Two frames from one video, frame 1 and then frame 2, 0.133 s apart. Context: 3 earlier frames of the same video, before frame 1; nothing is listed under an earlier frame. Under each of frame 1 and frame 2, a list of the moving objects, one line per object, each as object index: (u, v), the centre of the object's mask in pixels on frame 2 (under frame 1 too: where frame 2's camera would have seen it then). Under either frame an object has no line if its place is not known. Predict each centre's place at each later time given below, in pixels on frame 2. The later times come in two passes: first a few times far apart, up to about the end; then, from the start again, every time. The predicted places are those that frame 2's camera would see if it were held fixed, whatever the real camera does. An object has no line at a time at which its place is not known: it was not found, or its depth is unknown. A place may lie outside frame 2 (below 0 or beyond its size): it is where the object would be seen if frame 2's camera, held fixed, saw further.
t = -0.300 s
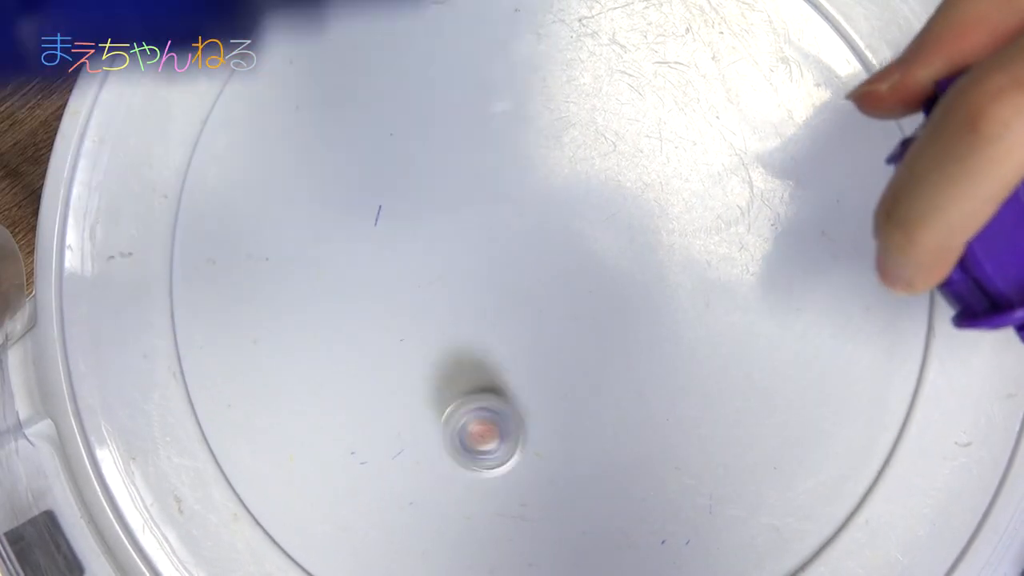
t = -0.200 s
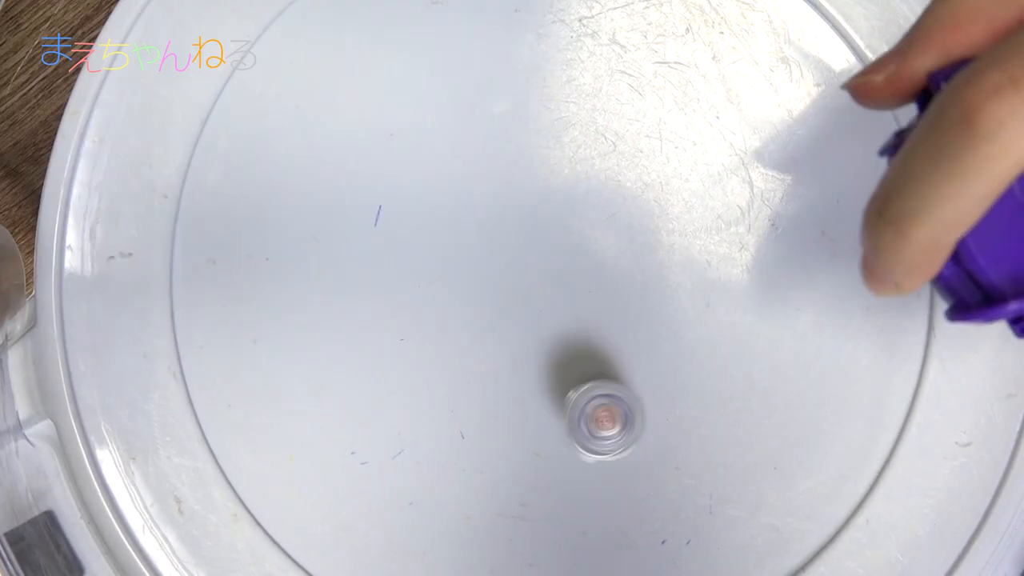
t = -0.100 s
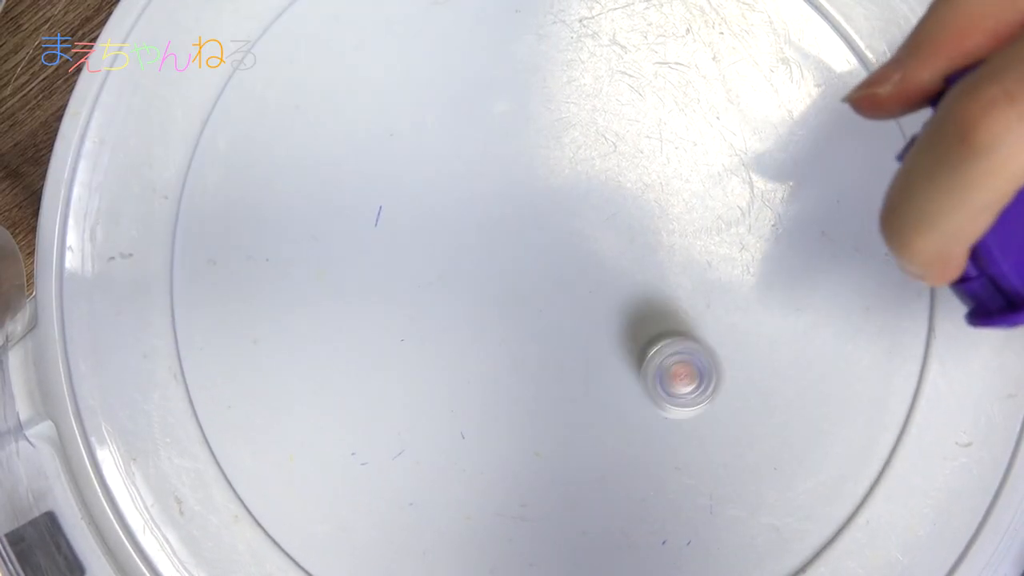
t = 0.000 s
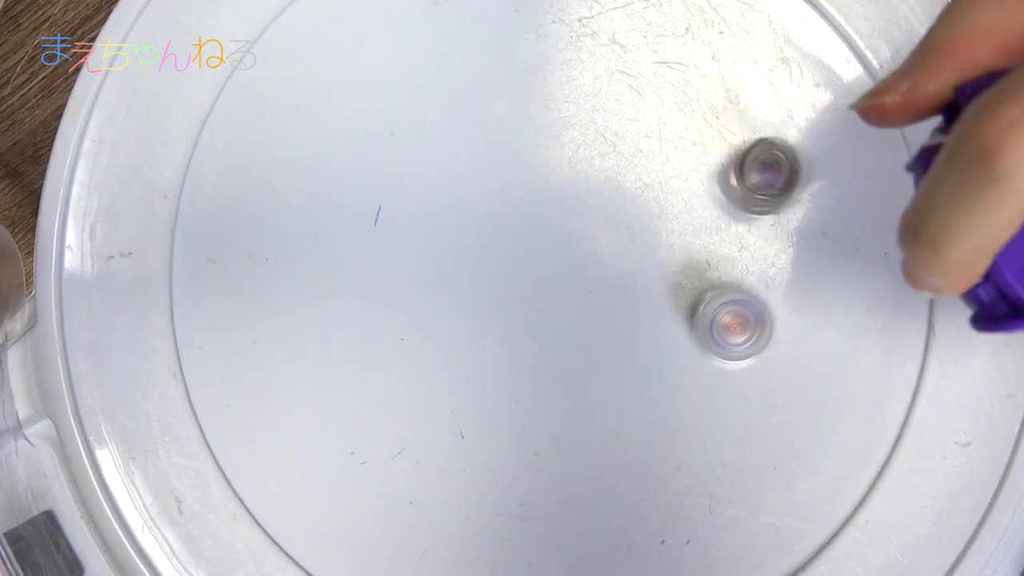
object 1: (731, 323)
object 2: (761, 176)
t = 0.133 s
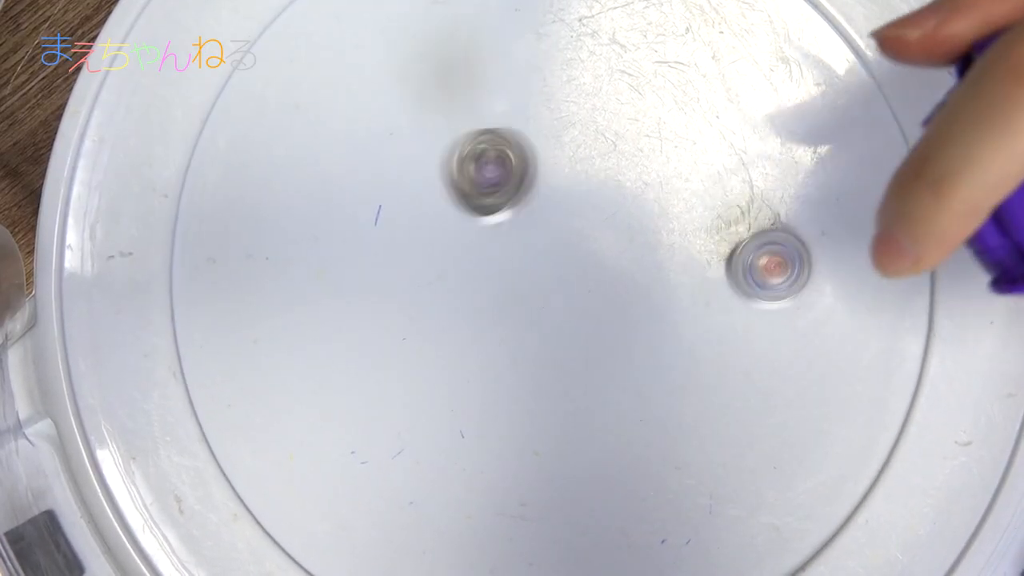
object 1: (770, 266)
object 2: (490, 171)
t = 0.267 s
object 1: (771, 226)
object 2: (255, 245)
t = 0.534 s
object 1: (695, 204)
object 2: (294, 365)
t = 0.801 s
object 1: (599, 250)
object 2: (557, 332)
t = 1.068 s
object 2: (174, 498)
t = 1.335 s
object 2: (269, 515)
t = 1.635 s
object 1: (556, 220)
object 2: (525, 406)
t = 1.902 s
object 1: (496, 246)
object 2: (614, 417)
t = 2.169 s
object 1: (450, 179)
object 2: (651, 406)
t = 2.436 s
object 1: (470, 126)
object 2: (664, 372)
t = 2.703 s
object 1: (553, 171)
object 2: (647, 308)
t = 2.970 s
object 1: (513, 158)
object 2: (648, 362)
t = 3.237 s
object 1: (463, 157)
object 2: (622, 358)
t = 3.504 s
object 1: (457, 182)
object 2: (642, 358)
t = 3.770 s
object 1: (479, 244)
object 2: (618, 322)
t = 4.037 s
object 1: (476, 301)
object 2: (604, 259)
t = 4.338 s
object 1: (467, 317)
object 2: (614, 202)
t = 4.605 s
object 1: (501, 300)
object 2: (618, 198)
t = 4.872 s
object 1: (548, 309)
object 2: (580, 223)
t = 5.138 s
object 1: (508, 475)
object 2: (577, 77)
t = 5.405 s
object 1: (490, 424)
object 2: (583, 59)
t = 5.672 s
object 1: (578, 280)
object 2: (556, 139)
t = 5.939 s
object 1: (670, 281)
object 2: (457, 209)
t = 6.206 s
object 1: (621, 319)
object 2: (379, 203)
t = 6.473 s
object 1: (537, 241)
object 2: (405, 191)
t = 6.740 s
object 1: (580, 191)
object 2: (470, 269)
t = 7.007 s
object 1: (583, 269)
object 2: (468, 373)
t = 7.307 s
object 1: (490, 287)
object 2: (431, 385)
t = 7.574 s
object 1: (521, 224)
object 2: (476, 337)
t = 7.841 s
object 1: (598, 270)
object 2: (569, 353)
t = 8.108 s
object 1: (689, 347)
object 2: (485, 429)
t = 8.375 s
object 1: (583, 296)
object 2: (447, 305)
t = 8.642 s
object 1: (596, 237)
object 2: (539, 164)
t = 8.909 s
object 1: (562, 261)
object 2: (662, 240)
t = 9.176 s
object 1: (559, 242)
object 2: (589, 372)
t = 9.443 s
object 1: (543, 260)
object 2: (461, 306)
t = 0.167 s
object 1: (773, 254)
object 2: (418, 184)
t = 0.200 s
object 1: (773, 244)
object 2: (359, 200)
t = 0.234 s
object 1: (772, 234)
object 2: (304, 220)
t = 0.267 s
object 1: (771, 226)
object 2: (255, 245)
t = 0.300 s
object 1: (767, 218)
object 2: (215, 273)
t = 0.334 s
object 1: (763, 211)
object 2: (190, 294)
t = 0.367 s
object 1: (755, 206)
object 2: (176, 312)
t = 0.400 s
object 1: (747, 202)
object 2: (176, 327)
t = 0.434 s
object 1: (733, 201)
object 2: (194, 340)
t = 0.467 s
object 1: (721, 201)
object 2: (221, 349)
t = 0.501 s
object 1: (709, 202)
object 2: (258, 358)
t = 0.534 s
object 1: (695, 204)
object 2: (294, 365)
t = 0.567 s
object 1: (683, 208)
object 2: (336, 369)
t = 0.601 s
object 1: (669, 214)
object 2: (379, 371)
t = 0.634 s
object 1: (656, 219)
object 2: (420, 369)
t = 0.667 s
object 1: (644, 225)
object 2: (459, 366)
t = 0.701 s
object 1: (631, 230)
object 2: (492, 361)
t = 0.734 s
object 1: (620, 236)
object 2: (519, 353)
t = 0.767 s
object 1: (611, 244)
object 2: (542, 343)
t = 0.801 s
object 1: (599, 250)
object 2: (557, 332)
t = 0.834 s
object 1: (621, 232)
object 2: (530, 343)
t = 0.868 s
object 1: (682, 185)
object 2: (462, 384)
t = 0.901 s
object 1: (736, 141)
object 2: (388, 416)
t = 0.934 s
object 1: (786, 95)
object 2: (328, 444)
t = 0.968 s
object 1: (828, 54)
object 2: (273, 467)
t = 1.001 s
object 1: (866, 25)
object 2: (231, 484)
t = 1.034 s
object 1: (893, 11)
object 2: (202, 491)
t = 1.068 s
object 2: (174, 498)
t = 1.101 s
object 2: (160, 504)
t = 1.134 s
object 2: (158, 506)
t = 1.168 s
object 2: (166, 507)
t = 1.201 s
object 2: (179, 511)
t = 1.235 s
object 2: (196, 515)
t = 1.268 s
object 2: (214, 516)
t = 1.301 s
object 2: (238, 518)
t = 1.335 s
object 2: (269, 515)
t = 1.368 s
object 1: (744, 19)
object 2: (303, 506)
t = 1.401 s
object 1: (716, 33)
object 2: (335, 499)
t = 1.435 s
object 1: (688, 56)
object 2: (367, 489)
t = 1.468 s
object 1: (660, 84)
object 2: (400, 474)
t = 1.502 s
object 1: (633, 114)
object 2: (430, 462)
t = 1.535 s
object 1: (609, 145)
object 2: (459, 446)
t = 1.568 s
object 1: (588, 175)
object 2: (484, 434)
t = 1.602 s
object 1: (571, 201)
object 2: (505, 420)
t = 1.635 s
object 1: (556, 220)
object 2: (525, 406)
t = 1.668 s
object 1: (546, 239)
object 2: (539, 395)
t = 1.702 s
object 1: (542, 268)
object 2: (554, 385)
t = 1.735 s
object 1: (534, 286)
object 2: (567, 378)
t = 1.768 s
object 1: (526, 302)
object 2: (577, 373)
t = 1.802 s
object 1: (516, 290)
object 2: (592, 388)
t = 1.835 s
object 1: (507, 274)
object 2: (602, 402)
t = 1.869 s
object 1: (500, 260)
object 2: (609, 408)
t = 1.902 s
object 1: (496, 246)
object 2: (614, 417)
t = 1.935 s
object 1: (492, 234)
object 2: (615, 419)
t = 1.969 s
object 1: (483, 222)
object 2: (616, 417)
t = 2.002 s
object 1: (477, 213)
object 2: (621, 413)
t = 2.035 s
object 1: (470, 205)
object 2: (624, 410)
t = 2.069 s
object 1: (464, 198)
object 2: (631, 408)
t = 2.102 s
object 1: (458, 192)
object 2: (637, 407)
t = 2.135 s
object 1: (453, 187)
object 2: (644, 406)
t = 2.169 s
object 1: (450, 179)
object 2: (651, 406)
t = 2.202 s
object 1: (447, 171)
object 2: (655, 405)
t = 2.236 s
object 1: (446, 162)
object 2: (660, 403)
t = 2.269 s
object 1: (445, 155)
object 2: (662, 400)
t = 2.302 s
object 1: (447, 147)
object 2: (665, 396)
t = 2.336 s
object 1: (450, 138)
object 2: (664, 390)
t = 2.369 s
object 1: (455, 135)
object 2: (666, 385)
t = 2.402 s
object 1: (461, 129)
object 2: (664, 378)
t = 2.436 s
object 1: (470, 126)
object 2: (664, 372)
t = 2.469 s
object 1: (478, 125)
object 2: (661, 365)
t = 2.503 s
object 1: (489, 126)
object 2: (659, 357)
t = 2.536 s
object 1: (499, 127)
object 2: (659, 351)
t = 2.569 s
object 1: (511, 132)
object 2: (655, 342)
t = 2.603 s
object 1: (524, 140)
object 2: (654, 334)
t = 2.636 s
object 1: (534, 149)
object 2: (650, 326)
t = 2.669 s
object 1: (544, 158)
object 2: (647, 315)
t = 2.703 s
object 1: (553, 171)
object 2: (647, 308)
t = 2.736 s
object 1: (560, 183)
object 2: (642, 295)
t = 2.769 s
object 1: (568, 196)
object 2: (641, 286)
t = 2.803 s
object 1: (575, 211)
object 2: (638, 275)
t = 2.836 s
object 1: (572, 205)
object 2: (646, 282)
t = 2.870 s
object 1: (557, 183)
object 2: (653, 312)
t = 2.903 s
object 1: (541, 169)
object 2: (656, 330)
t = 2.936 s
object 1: (524, 159)
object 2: (652, 350)
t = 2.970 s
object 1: (513, 158)
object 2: (648, 362)
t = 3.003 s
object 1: (502, 156)
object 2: (643, 367)
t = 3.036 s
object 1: (494, 153)
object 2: (638, 371)
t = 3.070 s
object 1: (488, 153)
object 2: (635, 373)
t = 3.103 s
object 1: (483, 153)
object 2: (631, 372)
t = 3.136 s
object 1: (478, 154)
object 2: (625, 370)
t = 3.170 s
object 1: (473, 154)
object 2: (622, 365)
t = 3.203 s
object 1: (468, 156)
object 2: (622, 361)
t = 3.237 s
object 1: (463, 157)
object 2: (622, 358)
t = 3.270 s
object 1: (459, 159)
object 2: (626, 358)
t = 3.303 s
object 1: (456, 161)
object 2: (631, 358)
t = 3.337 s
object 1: (453, 163)
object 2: (634, 361)
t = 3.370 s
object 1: (453, 167)
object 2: (637, 361)
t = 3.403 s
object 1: (453, 170)
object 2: (641, 362)
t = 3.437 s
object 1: (453, 174)
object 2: (641, 363)
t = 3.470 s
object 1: (455, 177)
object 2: (641, 361)
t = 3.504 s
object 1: (457, 182)
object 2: (642, 358)
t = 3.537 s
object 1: (460, 190)
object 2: (639, 357)
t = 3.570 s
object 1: (463, 196)
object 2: (636, 352)
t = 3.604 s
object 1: (467, 204)
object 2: (635, 348)
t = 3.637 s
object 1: (470, 211)
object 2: (632, 347)
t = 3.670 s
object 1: (472, 219)
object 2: (627, 340)
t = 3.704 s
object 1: (475, 227)
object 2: (625, 333)
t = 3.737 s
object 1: (477, 235)
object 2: (622, 329)
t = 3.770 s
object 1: (479, 244)
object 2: (618, 322)
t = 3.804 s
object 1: (480, 251)
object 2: (615, 314)
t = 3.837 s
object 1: (481, 260)
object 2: (613, 308)
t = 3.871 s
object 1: (481, 268)
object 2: (610, 300)
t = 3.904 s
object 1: (480, 275)
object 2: (608, 291)
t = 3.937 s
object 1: (480, 284)
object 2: (607, 284)
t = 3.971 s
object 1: (479, 291)
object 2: (605, 276)
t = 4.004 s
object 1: (478, 297)
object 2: (604, 267)
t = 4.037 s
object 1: (476, 301)
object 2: (604, 259)
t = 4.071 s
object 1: (474, 306)
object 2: (603, 252)
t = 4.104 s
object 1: (472, 311)
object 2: (604, 243)
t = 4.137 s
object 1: (470, 315)
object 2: (606, 235)
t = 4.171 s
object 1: (468, 318)
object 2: (606, 230)
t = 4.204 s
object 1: (466, 319)
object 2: (606, 222)
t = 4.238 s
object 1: (465, 319)
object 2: (609, 216)
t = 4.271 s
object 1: (465, 319)
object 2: (611, 211)
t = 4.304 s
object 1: (465, 318)
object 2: (612, 207)
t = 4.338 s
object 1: (467, 317)
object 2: (614, 202)
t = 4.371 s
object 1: (469, 315)
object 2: (617, 199)
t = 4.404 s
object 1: (471, 313)
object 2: (618, 197)
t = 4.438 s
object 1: (475, 311)
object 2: (619, 194)
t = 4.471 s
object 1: (479, 309)
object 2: (622, 192)
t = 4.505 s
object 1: (484, 306)
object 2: (621, 193)
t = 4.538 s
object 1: (489, 305)
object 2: (620, 193)
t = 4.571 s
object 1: (495, 303)
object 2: (619, 194)
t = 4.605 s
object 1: (501, 300)
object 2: (618, 198)
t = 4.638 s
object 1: (508, 300)
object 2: (614, 200)
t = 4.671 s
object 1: (515, 300)
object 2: (611, 202)
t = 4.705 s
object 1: (521, 300)
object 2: (609, 206)
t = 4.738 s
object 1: (527, 302)
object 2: (603, 210)
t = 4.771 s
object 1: (533, 303)
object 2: (598, 213)
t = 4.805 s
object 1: (539, 305)
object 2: (594, 216)
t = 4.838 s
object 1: (544, 307)
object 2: (588, 220)
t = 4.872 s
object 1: (548, 309)
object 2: (580, 223)
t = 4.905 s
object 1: (553, 311)
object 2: (575, 224)
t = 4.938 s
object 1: (558, 316)
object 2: (568, 228)
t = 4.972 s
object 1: (548, 351)
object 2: (569, 202)
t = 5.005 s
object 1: (535, 398)
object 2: (575, 161)
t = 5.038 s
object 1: (526, 434)
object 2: (579, 127)
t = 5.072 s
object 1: (519, 458)
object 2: (580, 102)
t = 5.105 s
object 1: (512, 469)
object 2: (579, 87)
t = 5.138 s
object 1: (508, 475)
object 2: (577, 77)
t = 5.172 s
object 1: (505, 476)
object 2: (577, 69)
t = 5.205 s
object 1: (502, 476)
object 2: (575, 63)
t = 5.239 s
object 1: (498, 474)
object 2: (574, 58)
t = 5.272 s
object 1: (494, 467)
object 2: (575, 54)
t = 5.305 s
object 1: (490, 458)
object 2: (576, 53)
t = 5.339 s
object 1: (488, 448)
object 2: (578, 53)
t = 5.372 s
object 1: (489, 436)
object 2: (580, 55)
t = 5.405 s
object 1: (490, 424)
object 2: (583, 59)
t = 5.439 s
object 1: (493, 408)
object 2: (584, 66)
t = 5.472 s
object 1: (499, 389)
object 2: (583, 73)
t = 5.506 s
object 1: (504, 370)
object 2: (581, 82)
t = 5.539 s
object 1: (515, 351)
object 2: (578, 91)
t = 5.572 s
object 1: (527, 330)
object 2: (575, 102)
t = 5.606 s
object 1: (541, 311)
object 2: (571, 113)
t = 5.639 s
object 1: (560, 294)
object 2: (564, 126)
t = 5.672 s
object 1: (578, 280)
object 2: (556, 139)
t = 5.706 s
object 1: (596, 270)
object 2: (546, 152)
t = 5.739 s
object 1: (614, 263)
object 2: (535, 163)
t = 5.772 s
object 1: (630, 258)
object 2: (523, 174)
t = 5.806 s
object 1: (641, 260)
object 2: (511, 182)
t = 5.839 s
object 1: (652, 263)
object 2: (499, 190)
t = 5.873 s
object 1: (659, 269)
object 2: (486, 198)
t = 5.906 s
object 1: (666, 276)
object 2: (472, 204)
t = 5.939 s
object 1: (670, 281)
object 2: (457, 209)
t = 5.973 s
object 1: (670, 288)
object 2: (441, 212)
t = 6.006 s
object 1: (670, 297)
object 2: (428, 212)
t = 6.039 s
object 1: (667, 305)
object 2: (416, 213)
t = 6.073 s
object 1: (661, 312)
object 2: (407, 212)
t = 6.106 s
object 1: (654, 317)
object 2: (398, 210)
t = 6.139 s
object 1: (645, 320)
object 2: (390, 208)
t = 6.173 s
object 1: (635, 322)
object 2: (384, 206)
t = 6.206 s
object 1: (621, 319)
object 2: (379, 203)
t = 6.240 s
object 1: (606, 316)
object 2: (376, 199)
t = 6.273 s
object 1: (591, 309)
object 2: (374, 194)
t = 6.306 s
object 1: (578, 300)
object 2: (375, 191)
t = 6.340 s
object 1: (566, 290)
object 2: (379, 188)
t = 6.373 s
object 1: (555, 279)
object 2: (384, 187)
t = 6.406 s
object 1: (545, 266)
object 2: (390, 187)
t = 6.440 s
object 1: (540, 254)
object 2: (397, 188)
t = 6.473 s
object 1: (537, 241)
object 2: (405, 191)
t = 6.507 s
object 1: (536, 227)
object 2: (413, 194)
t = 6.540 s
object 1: (540, 216)
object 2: (422, 204)
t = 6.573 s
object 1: (540, 204)
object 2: (431, 211)
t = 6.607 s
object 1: (549, 197)
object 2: (441, 218)
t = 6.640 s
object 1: (555, 191)
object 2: (449, 228)
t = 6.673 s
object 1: (564, 191)
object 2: (457, 241)
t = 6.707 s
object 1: (571, 191)
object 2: (464, 255)
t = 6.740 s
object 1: (580, 191)
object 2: (470, 269)
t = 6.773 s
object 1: (584, 195)
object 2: (474, 284)
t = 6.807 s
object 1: (589, 202)
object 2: (476, 299)
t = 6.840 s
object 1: (593, 210)
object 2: (477, 312)
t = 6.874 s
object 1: (597, 221)
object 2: (478, 325)
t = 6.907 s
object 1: (596, 230)
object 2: (477, 338)
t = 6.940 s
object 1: (594, 242)
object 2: (476, 351)
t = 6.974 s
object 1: (591, 257)
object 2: (473, 363)
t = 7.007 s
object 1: (583, 269)
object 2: (468, 373)
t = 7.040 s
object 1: (575, 281)
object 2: (463, 381)
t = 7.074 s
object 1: (566, 291)
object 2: (457, 388)
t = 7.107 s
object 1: (552, 297)
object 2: (451, 392)
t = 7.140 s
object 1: (542, 304)
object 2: (445, 395)
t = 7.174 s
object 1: (529, 305)
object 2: (440, 396)
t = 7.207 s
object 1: (516, 303)
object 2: (436, 396)
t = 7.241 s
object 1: (506, 299)
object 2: (433, 394)
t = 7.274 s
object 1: (496, 294)
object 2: (431, 390)
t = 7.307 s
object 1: (490, 287)
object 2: (431, 385)
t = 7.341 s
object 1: (485, 277)
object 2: (431, 382)
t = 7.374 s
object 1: (484, 267)
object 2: (433, 375)
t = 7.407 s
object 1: (483, 257)
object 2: (435, 369)
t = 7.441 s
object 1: (488, 250)
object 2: (441, 360)
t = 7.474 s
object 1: (492, 243)
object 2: (447, 354)
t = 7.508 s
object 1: (499, 233)
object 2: (455, 347)
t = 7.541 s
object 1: (509, 228)
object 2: (464, 342)
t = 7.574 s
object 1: (521, 224)
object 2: (476, 337)
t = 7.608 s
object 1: (534, 222)
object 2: (489, 333)
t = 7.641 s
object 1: (546, 225)
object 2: (502, 330)
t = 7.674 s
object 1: (556, 228)
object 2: (514, 328)
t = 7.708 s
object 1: (568, 235)
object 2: (530, 330)
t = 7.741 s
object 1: (578, 245)
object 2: (543, 333)
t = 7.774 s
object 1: (585, 253)
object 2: (556, 335)
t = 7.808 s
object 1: (589, 264)
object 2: (568, 340)
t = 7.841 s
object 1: (598, 270)
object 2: (569, 353)
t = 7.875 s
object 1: (625, 275)
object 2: (554, 374)
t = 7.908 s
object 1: (646, 281)
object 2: (539, 393)
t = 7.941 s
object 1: (665, 292)
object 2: (527, 407)
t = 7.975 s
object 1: (678, 301)
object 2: (516, 419)
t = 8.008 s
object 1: (693, 314)
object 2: (507, 427)
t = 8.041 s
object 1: (696, 328)
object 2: (498, 431)
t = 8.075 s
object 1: (696, 339)
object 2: (492, 433)
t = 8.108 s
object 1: (689, 347)
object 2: (485, 429)
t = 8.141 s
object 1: (680, 352)
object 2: (480, 423)
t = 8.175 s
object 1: (669, 352)
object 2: (474, 414)
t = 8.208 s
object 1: (657, 350)
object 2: (468, 400)
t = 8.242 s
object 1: (641, 346)
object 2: (463, 384)
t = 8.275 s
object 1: (625, 337)
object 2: (458, 368)
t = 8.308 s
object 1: (607, 324)
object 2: (453, 348)
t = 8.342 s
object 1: (595, 310)
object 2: (450, 328)
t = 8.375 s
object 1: (583, 296)
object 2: (447, 305)
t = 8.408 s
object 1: (576, 279)
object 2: (447, 283)
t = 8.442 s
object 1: (573, 264)
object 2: (451, 262)
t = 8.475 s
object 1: (573, 250)
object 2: (458, 241)
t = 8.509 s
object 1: (576, 241)
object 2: (467, 222)
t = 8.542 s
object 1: (582, 235)
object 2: (484, 205)
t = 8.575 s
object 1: (589, 231)
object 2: (498, 187)
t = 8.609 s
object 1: (594, 231)
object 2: (521, 174)
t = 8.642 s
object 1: (596, 237)
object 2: (539, 164)
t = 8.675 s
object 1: (598, 240)
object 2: (558, 164)
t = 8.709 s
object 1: (598, 246)
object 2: (577, 165)
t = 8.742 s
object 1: (596, 252)
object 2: (597, 170)
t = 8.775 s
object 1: (591, 256)
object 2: (616, 177)
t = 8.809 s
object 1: (586, 262)
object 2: (632, 188)
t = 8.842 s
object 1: (579, 266)
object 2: (645, 202)
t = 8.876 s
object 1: (570, 265)
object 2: (655, 221)
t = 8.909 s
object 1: (562, 261)
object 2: (662, 240)
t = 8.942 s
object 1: (556, 259)
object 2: (667, 261)
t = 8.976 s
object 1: (551, 254)
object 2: (667, 281)
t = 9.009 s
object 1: (550, 248)
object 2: (662, 301)
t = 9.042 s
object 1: (551, 244)
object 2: (653, 322)
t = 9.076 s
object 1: (553, 240)
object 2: (640, 340)
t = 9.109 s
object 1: (557, 238)
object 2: (626, 355)
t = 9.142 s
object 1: (560, 239)
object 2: (609, 365)
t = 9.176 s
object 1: (559, 242)
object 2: (589, 372)
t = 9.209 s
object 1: (563, 243)
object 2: (567, 376)
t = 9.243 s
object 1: (565, 249)
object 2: (546, 376)
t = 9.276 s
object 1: (563, 254)
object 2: (528, 373)
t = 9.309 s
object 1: (560, 258)
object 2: (511, 365)
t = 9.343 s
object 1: (555, 262)
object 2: (493, 352)
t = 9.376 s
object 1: (551, 263)
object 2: (478, 339)
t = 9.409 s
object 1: (546, 263)
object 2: (468, 324)
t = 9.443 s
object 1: (543, 260)
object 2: (461, 306)
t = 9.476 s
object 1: (543, 257)
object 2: (458, 286)
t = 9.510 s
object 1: (541, 254)
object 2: (456, 268)
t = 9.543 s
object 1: (543, 252)
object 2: (460, 251)
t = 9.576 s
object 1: (545, 251)
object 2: (467, 235)
